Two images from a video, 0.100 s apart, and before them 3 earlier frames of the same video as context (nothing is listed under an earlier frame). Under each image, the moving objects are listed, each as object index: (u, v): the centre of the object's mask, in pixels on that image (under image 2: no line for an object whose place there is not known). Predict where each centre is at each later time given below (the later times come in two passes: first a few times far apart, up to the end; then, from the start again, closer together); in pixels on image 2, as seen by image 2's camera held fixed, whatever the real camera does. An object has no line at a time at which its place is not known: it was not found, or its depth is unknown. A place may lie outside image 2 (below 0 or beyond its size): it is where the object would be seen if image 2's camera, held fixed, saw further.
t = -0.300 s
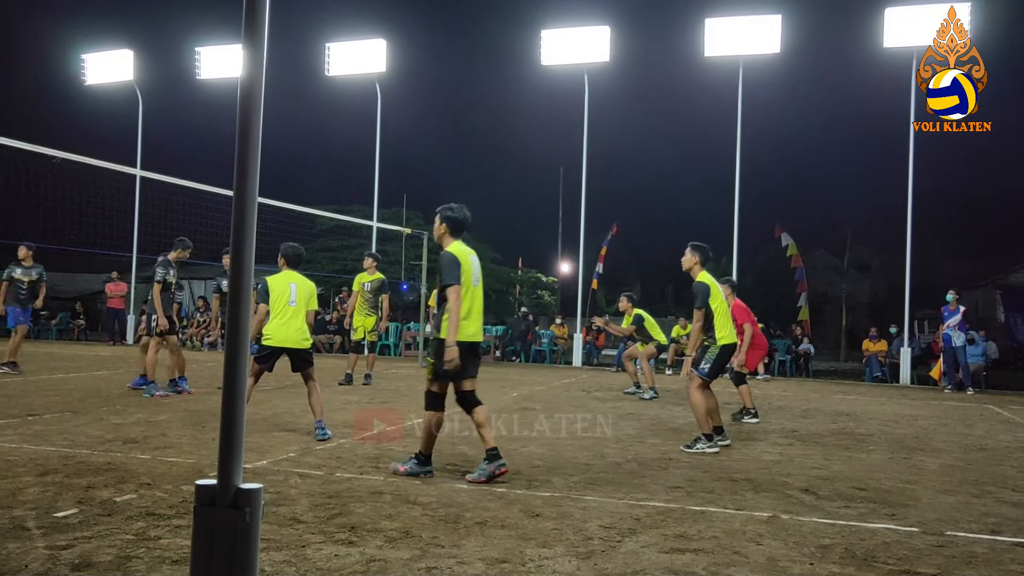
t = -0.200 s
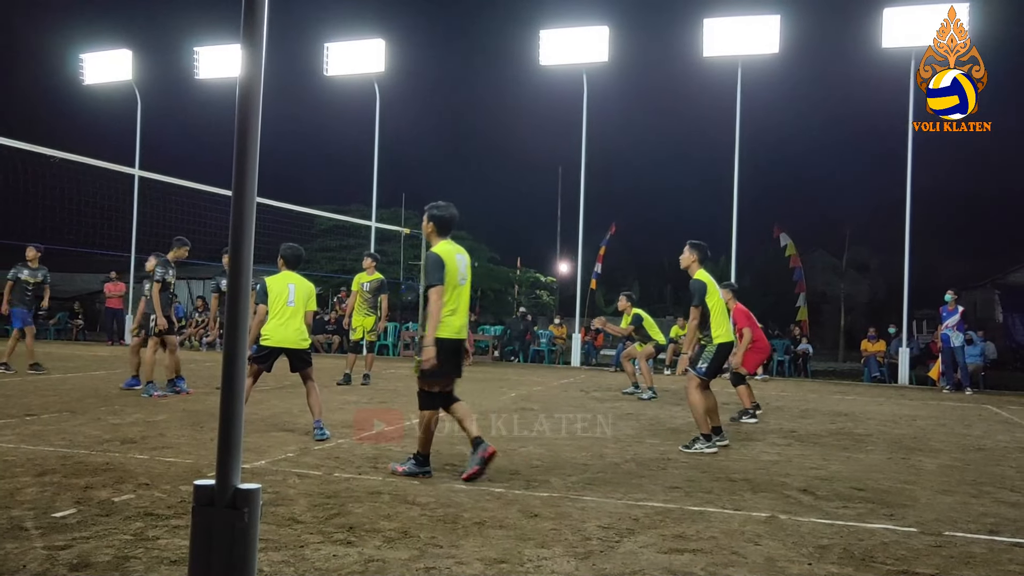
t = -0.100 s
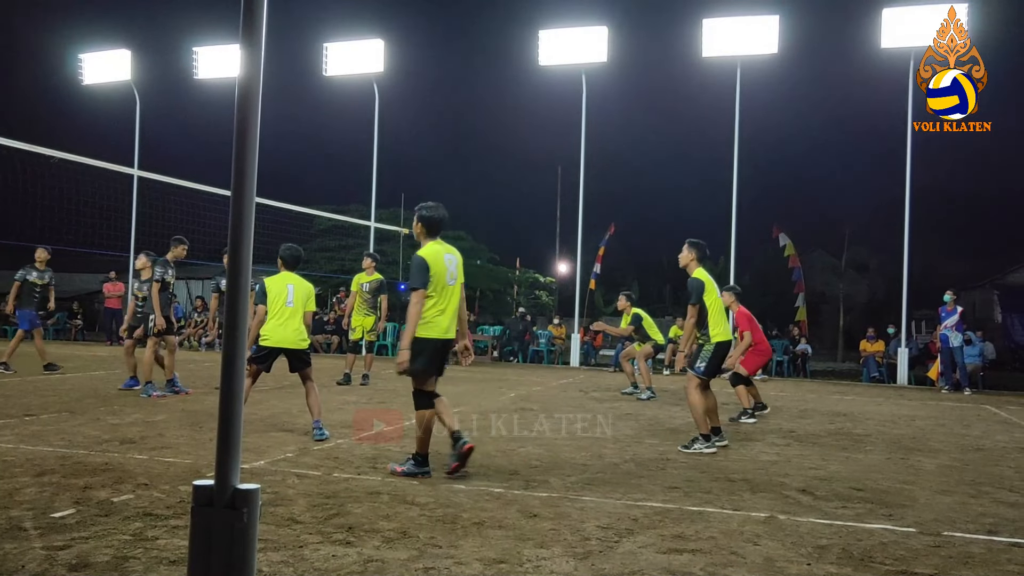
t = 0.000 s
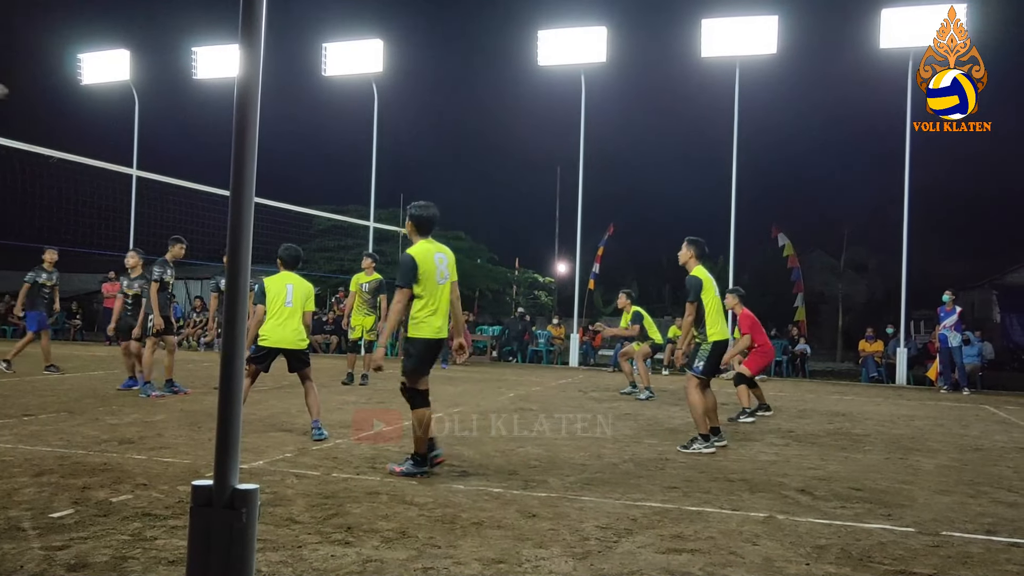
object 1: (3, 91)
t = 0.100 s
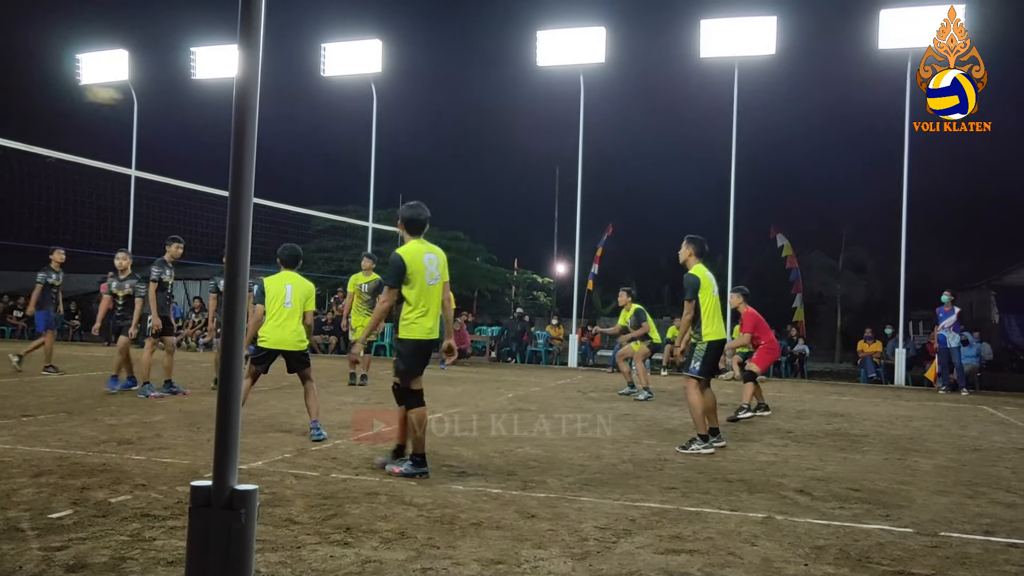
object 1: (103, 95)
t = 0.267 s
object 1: (289, 120)
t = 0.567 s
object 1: (605, 209)
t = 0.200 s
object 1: (215, 108)
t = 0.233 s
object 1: (264, 114)
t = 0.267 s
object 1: (289, 120)
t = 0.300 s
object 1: (325, 128)
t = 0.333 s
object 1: (361, 136)
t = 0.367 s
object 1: (397, 145)
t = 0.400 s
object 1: (432, 154)
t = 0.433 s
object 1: (467, 164)
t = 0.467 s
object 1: (503, 174)
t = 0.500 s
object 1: (536, 185)
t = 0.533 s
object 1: (571, 196)
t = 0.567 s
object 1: (605, 209)
